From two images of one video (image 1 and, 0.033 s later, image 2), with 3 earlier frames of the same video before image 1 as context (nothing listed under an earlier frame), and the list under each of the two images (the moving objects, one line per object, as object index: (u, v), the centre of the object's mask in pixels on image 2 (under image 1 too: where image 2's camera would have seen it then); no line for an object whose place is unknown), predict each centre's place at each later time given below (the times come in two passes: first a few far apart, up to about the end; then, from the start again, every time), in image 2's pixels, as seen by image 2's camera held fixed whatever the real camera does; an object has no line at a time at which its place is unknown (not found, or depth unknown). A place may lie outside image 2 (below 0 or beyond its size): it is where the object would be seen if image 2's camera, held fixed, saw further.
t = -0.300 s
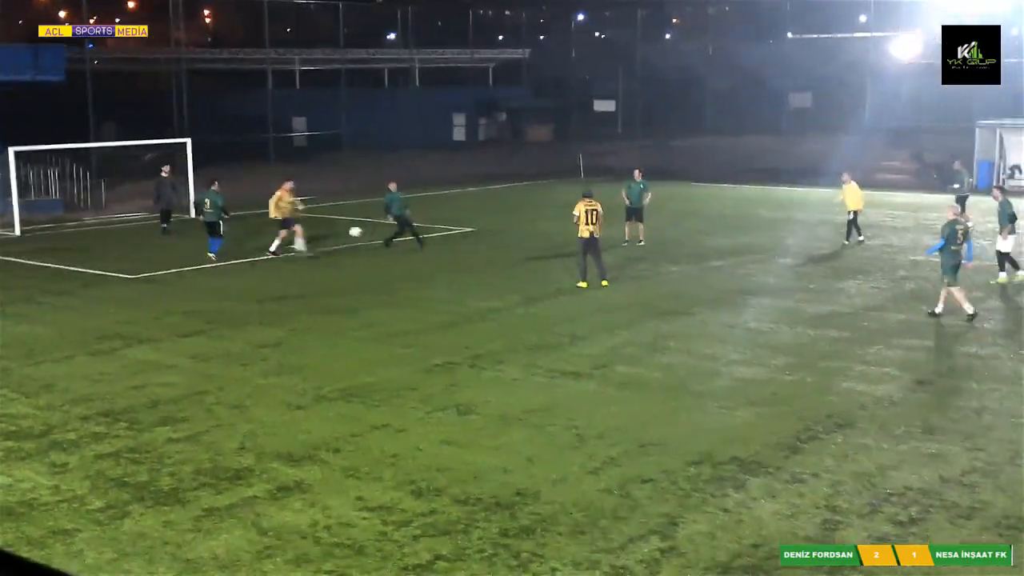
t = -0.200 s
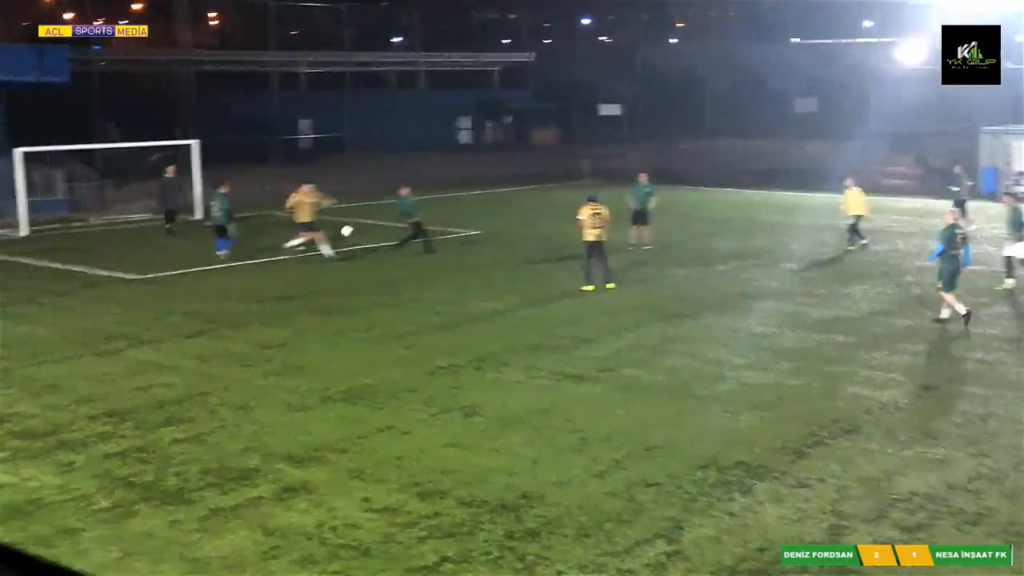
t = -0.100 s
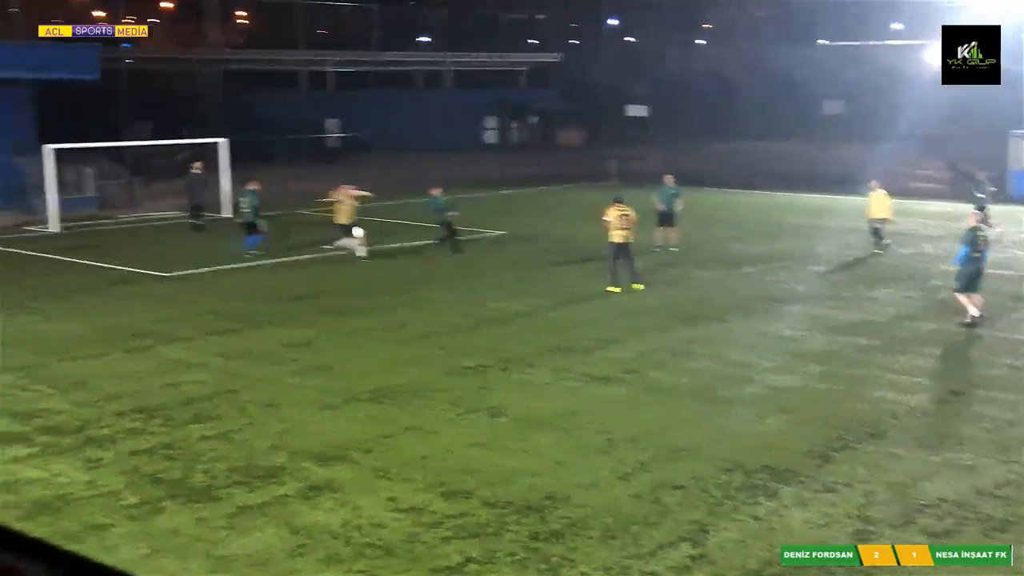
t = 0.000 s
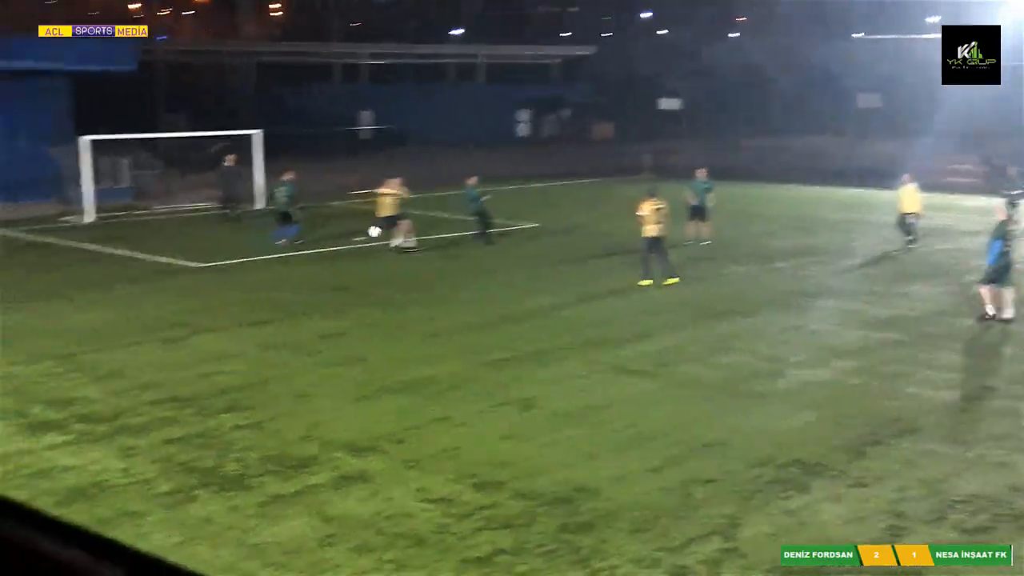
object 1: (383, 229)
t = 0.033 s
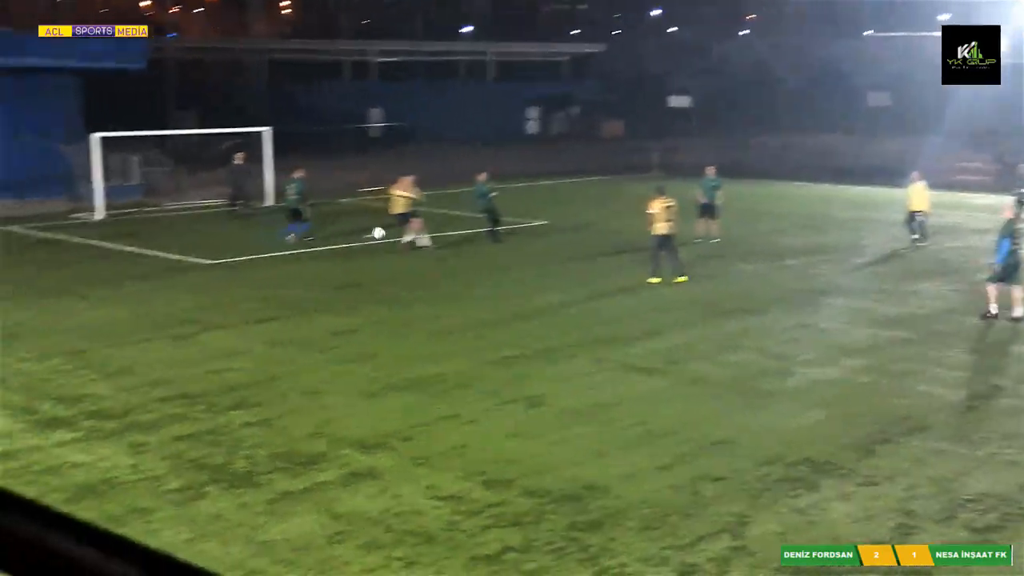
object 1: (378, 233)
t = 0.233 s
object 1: (346, 270)
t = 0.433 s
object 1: (313, 268)
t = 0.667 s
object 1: (271, 280)
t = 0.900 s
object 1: (224, 313)
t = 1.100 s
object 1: (178, 318)
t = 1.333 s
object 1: (120, 349)
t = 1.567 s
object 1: (52, 361)
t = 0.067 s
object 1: (373, 237)
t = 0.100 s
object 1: (368, 242)
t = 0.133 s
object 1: (363, 248)
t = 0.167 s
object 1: (357, 255)
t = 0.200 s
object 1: (353, 261)
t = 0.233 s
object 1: (346, 270)
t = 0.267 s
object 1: (339, 277)
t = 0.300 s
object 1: (336, 276)
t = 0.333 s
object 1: (330, 273)
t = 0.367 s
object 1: (324, 271)
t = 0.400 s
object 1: (318, 269)
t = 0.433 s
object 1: (313, 268)
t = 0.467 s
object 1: (307, 268)
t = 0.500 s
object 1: (301, 268)
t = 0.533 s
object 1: (296, 269)
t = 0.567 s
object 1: (290, 271)
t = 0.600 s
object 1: (283, 273)
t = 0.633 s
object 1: (277, 276)
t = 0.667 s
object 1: (271, 280)
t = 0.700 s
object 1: (265, 284)
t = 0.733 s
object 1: (258, 290)
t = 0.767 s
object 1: (252, 296)
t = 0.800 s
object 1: (245, 303)
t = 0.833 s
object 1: (239, 310)
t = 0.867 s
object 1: (232, 314)
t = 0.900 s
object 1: (224, 313)
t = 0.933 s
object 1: (217, 311)
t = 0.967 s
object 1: (209, 311)
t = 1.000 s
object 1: (202, 312)
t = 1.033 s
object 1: (194, 313)
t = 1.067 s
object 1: (187, 315)
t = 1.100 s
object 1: (178, 318)
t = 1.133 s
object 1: (169, 321)
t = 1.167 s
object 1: (162, 325)
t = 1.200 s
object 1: (153, 332)
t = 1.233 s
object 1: (144, 337)
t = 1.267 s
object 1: (135, 343)
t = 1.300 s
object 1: (127, 349)
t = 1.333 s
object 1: (120, 349)
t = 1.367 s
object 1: (110, 348)
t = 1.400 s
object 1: (100, 348)
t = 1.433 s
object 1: (91, 349)
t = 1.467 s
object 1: (82, 351)
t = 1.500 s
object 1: (72, 353)
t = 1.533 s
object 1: (61, 357)
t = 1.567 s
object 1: (52, 361)
